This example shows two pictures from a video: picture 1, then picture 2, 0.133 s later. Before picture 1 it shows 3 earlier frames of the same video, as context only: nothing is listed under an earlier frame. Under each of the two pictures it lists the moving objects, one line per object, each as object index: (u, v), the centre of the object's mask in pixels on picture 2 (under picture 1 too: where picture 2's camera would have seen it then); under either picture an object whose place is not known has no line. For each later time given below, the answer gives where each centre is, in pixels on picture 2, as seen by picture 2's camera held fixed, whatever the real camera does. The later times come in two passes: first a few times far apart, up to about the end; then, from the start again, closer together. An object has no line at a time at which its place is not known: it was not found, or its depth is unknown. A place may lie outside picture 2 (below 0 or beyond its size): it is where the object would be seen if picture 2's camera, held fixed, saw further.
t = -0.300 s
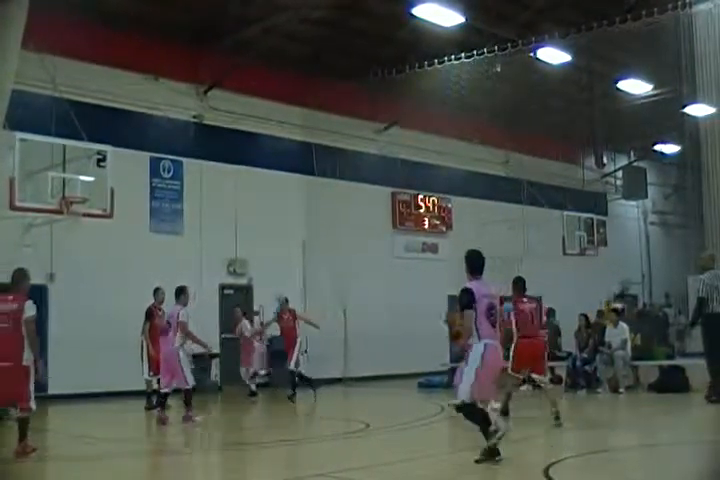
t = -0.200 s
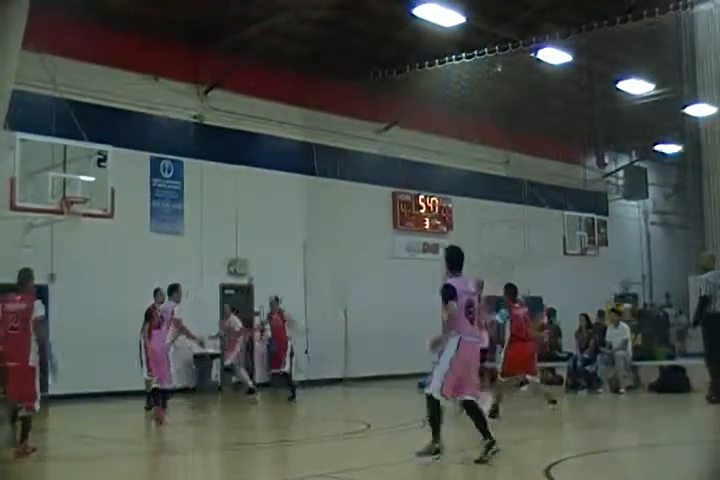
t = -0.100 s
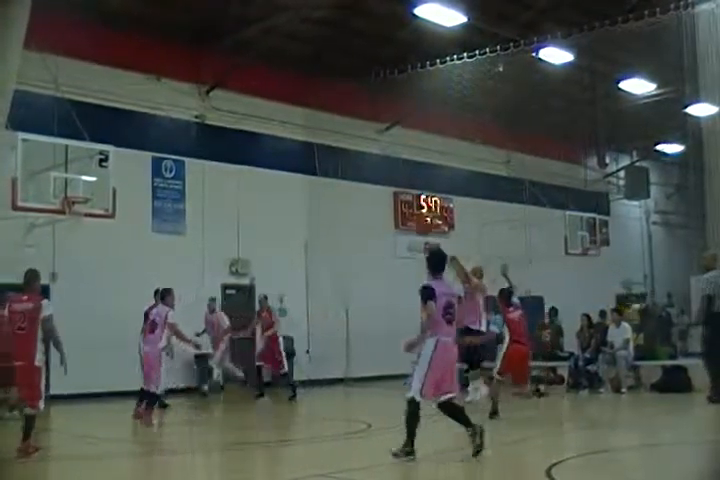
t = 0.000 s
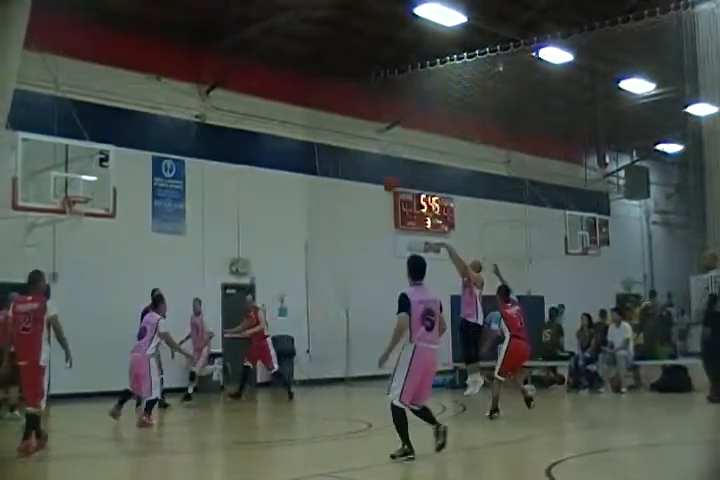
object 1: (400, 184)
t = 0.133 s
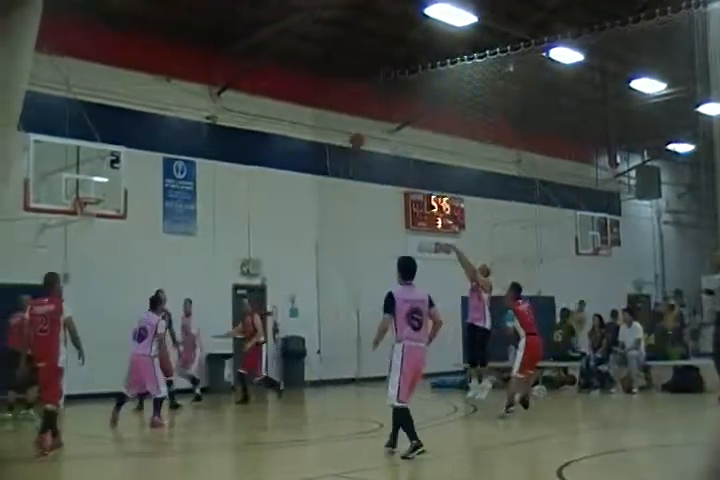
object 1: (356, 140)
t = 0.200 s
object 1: (336, 122)
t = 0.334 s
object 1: (297, 97)
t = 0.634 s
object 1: (210, 94)
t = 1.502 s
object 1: (44, 114)
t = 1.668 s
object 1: (29, 108)
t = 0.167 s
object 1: (346, 131)
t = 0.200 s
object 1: (336, 122)
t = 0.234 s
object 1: (326, 117)
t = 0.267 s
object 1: (317, 109)
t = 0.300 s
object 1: (305, 102)
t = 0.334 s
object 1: (297, 97)
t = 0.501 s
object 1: (246, 87)
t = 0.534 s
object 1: (237, 87)
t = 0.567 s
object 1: (228, 88)
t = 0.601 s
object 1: (222, 89)
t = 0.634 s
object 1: (210, 94)
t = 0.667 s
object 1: (202, 97)
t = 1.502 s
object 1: (44, 114)
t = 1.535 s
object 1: (36, 109)
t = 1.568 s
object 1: (31, 109)
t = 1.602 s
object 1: (31, 109)
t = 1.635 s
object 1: (31, 109)
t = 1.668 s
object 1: (29, 108)
